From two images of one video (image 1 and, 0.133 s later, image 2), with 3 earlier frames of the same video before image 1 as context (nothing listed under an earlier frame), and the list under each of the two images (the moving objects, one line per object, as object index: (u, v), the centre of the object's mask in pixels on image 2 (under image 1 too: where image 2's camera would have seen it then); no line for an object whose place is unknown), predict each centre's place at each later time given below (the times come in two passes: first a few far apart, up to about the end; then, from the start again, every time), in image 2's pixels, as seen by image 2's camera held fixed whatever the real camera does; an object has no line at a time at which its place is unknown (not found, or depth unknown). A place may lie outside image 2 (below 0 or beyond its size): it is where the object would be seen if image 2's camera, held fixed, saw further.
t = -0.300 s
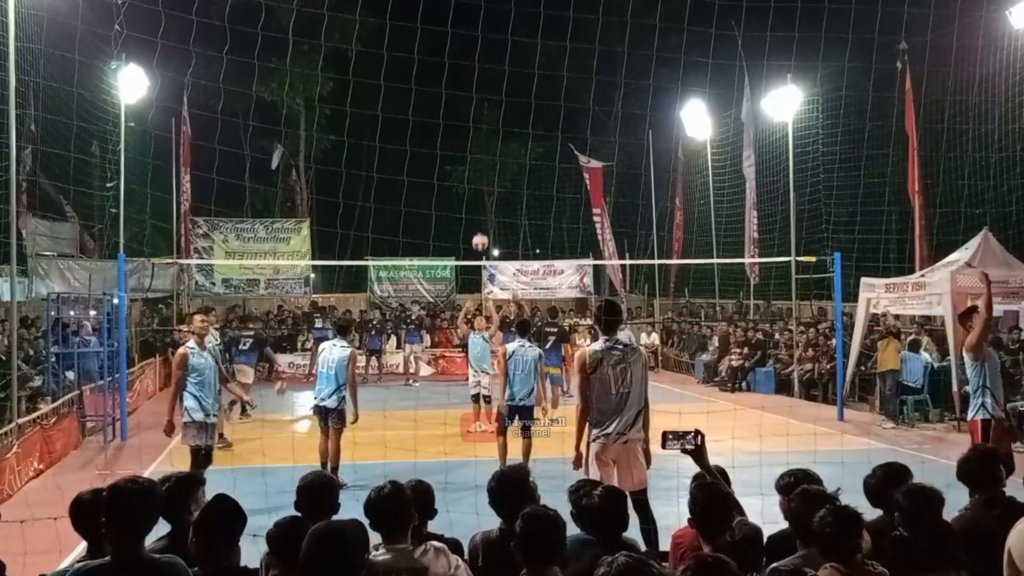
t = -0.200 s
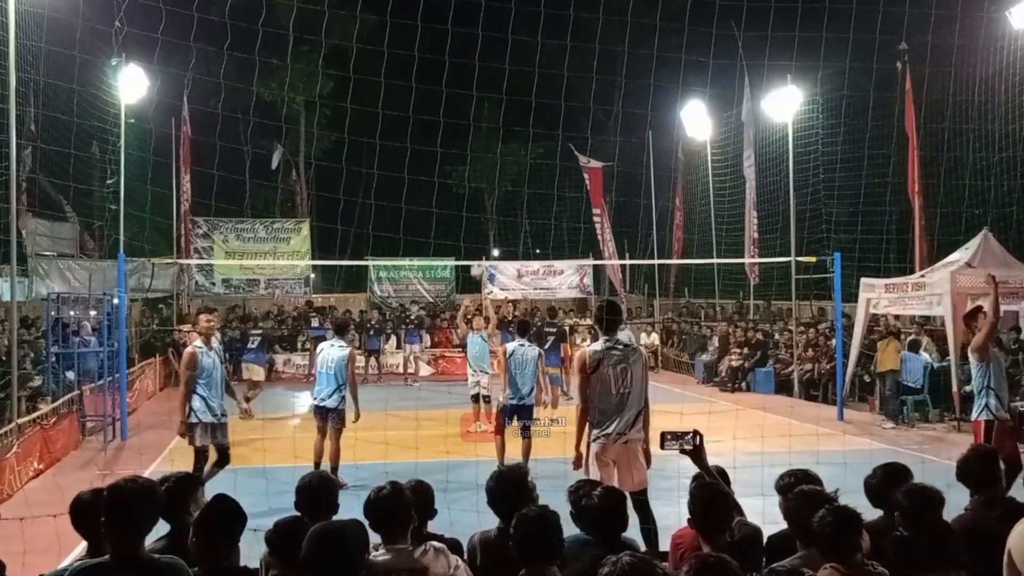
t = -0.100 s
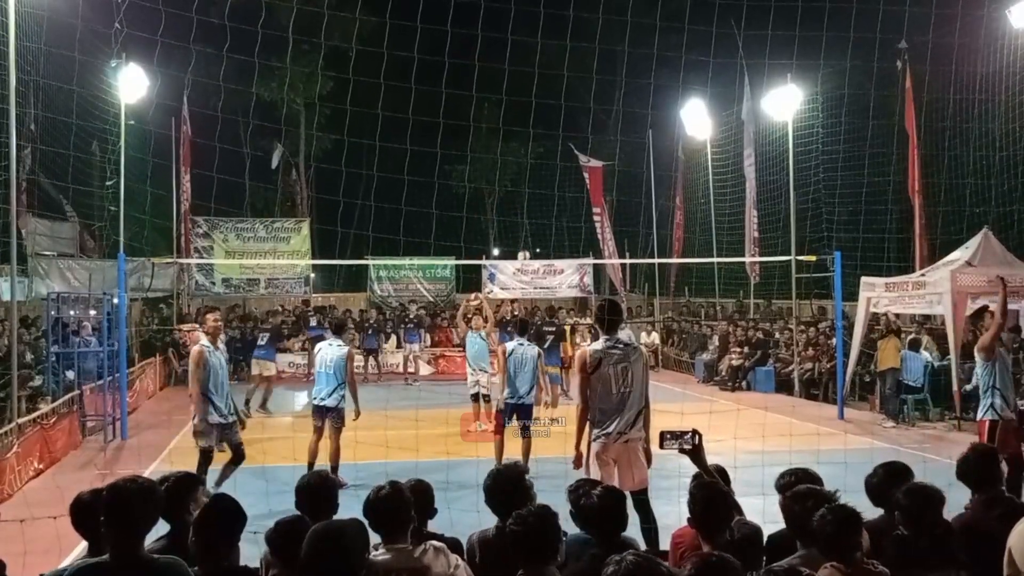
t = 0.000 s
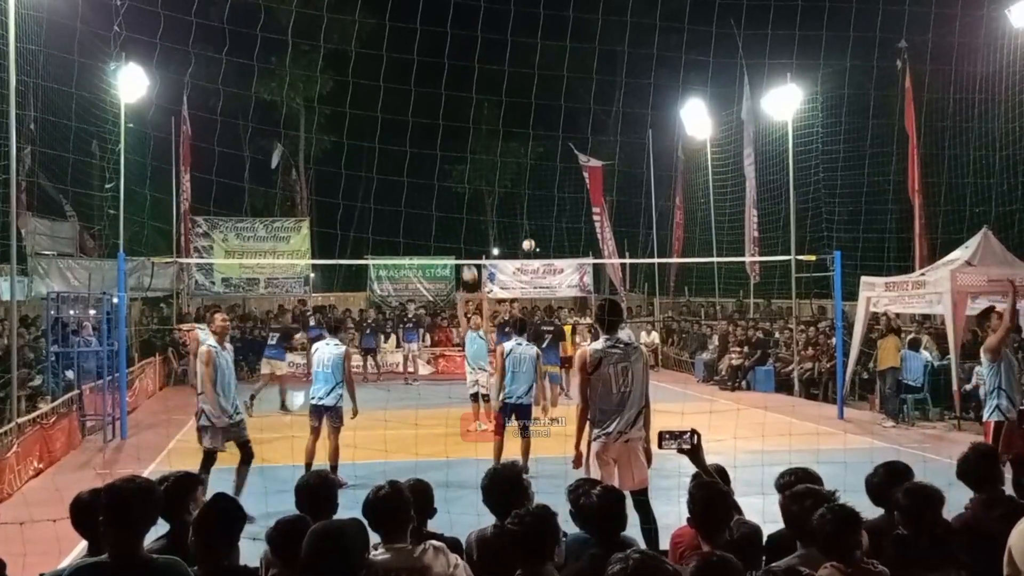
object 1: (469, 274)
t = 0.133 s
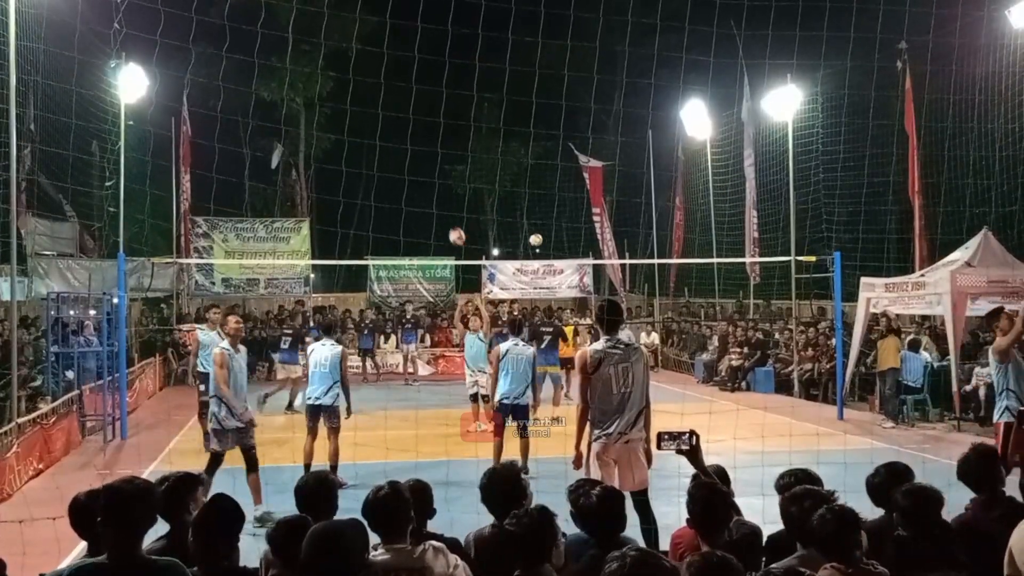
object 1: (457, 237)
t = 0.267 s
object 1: (444, 210)
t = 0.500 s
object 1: (420, 196)
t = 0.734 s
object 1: (396, 225)
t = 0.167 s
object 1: (453, 229)
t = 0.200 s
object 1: (450, 222)
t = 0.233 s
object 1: (447, 216)
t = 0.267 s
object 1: (444, 210)
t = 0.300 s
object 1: (441, 206)
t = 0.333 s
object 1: (437, 202)
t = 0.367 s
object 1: (434, 200)
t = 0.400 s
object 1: (430, 197)
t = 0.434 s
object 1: (427, 196)
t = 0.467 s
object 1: (424, 196)
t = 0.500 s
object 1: (420, 196)
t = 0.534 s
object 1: (417, 197)
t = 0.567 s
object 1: (414, 200)
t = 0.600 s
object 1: (410, 203)
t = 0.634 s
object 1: (407, 207)
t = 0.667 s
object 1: (403, 212)
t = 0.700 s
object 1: (400, 218)
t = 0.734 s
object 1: (396, 225)
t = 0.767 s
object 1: (393, 233)
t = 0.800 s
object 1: (389, 242)
